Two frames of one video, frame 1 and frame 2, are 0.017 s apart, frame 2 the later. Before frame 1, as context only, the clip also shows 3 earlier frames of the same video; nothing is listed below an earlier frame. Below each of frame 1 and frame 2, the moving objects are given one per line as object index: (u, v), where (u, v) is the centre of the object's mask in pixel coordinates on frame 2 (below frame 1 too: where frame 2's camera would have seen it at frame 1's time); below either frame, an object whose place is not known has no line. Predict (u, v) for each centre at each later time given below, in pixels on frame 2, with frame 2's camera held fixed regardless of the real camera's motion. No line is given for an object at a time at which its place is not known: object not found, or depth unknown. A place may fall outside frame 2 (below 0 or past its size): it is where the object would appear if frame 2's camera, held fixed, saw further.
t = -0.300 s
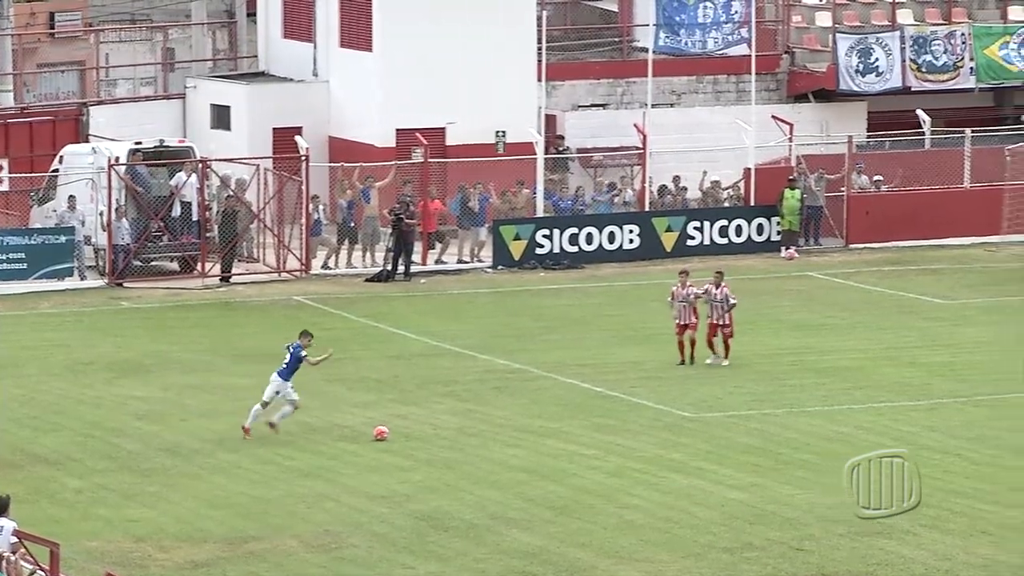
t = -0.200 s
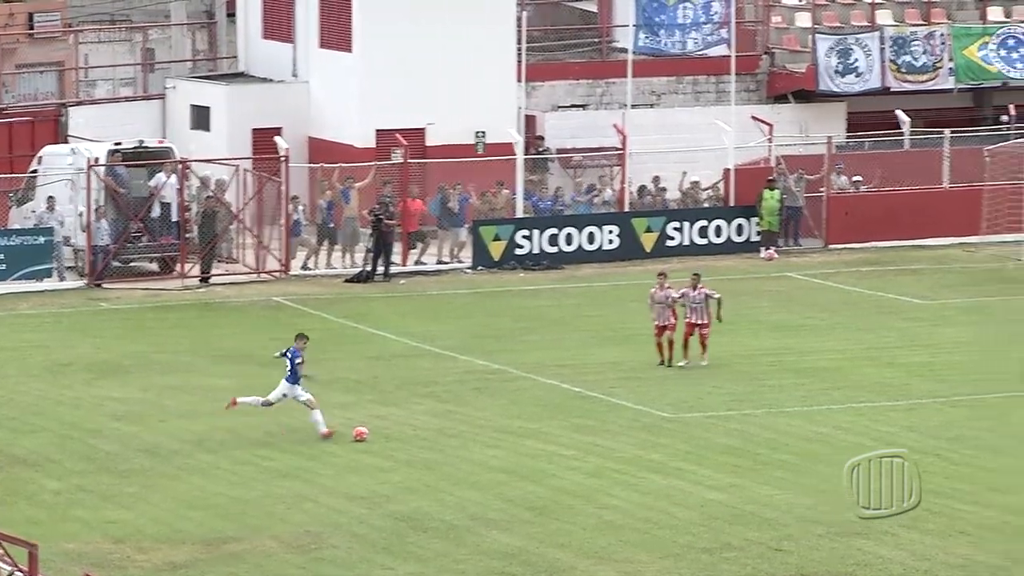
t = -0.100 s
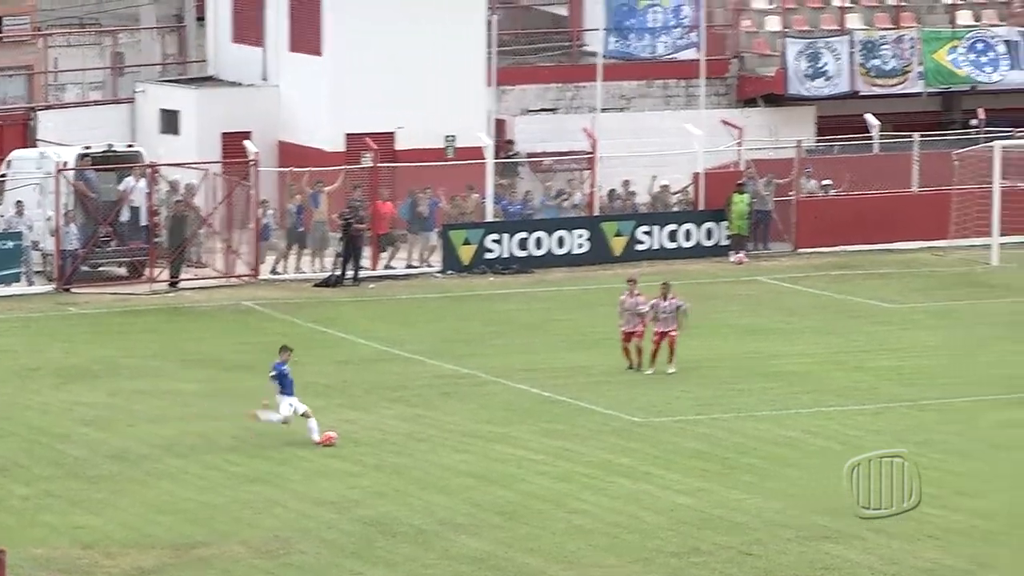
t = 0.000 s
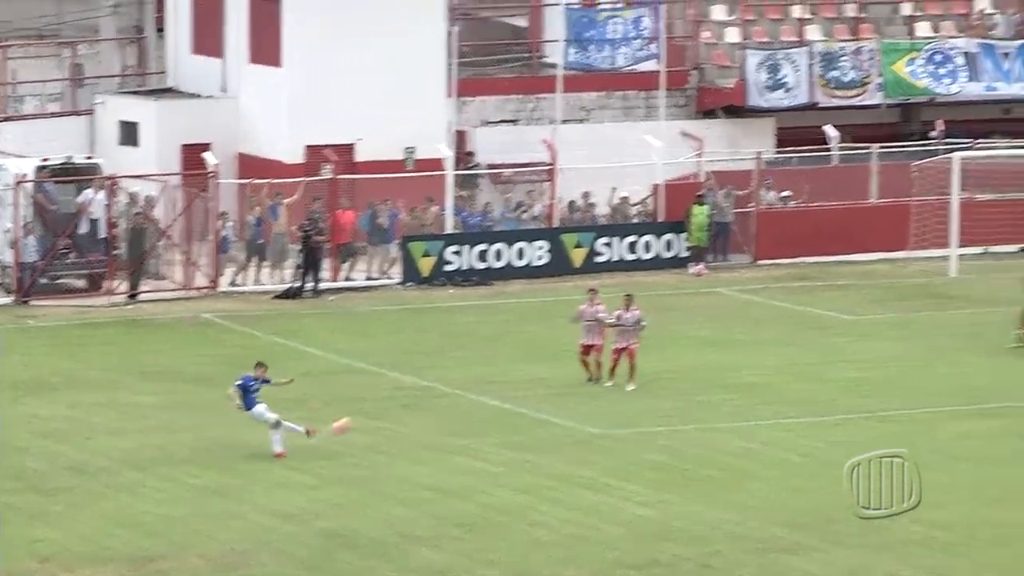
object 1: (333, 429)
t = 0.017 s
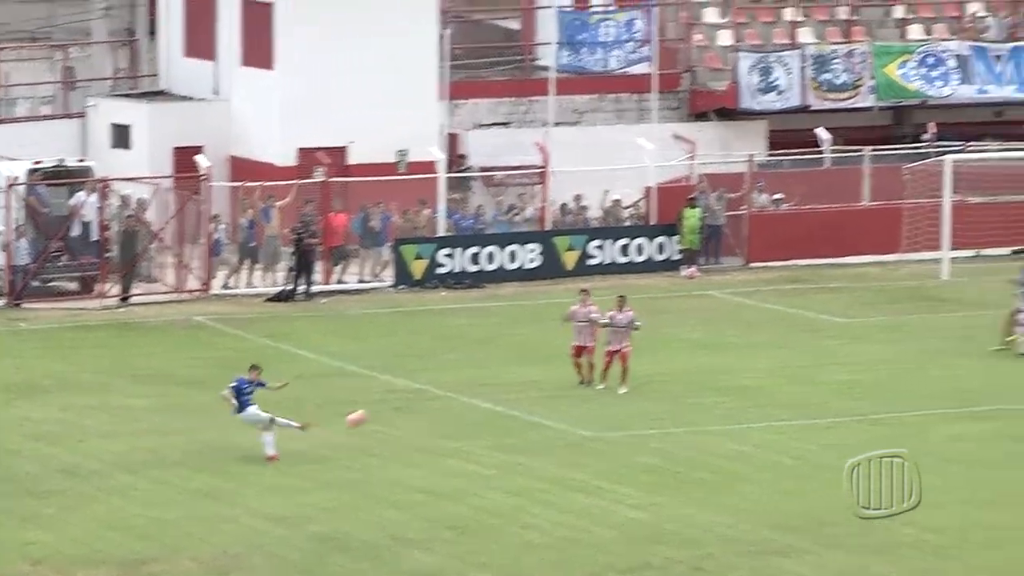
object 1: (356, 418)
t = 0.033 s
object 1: (379, 409)
